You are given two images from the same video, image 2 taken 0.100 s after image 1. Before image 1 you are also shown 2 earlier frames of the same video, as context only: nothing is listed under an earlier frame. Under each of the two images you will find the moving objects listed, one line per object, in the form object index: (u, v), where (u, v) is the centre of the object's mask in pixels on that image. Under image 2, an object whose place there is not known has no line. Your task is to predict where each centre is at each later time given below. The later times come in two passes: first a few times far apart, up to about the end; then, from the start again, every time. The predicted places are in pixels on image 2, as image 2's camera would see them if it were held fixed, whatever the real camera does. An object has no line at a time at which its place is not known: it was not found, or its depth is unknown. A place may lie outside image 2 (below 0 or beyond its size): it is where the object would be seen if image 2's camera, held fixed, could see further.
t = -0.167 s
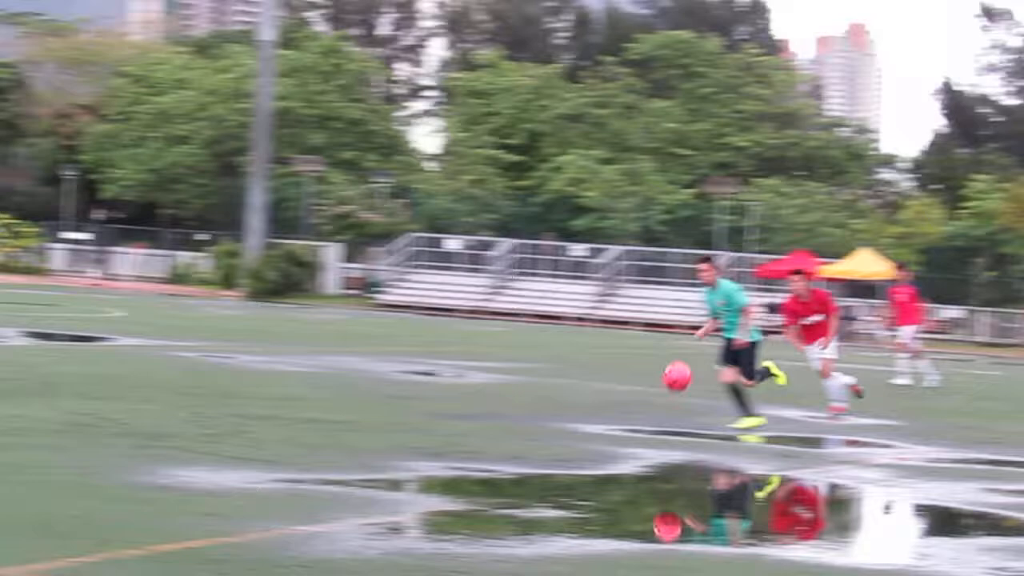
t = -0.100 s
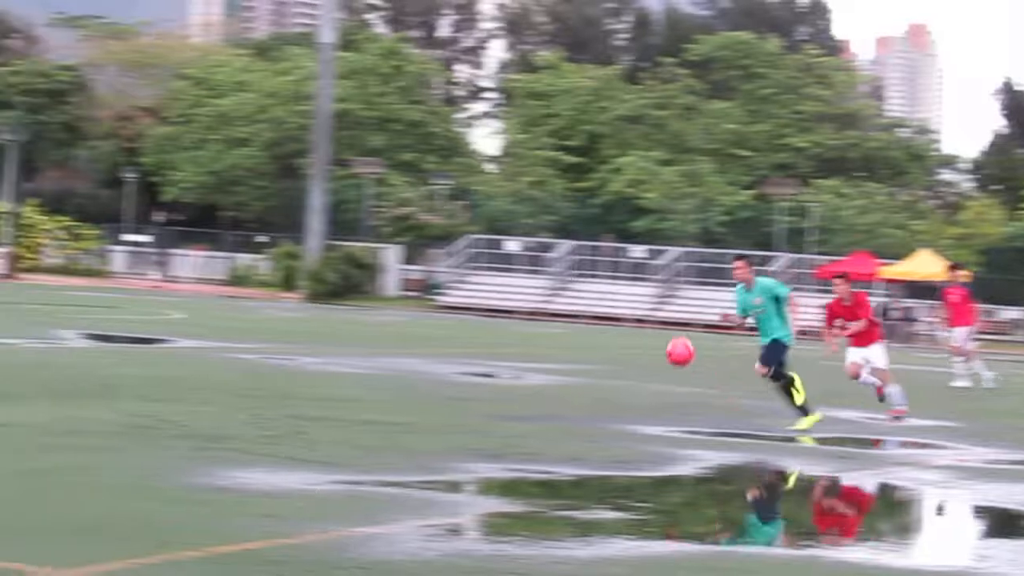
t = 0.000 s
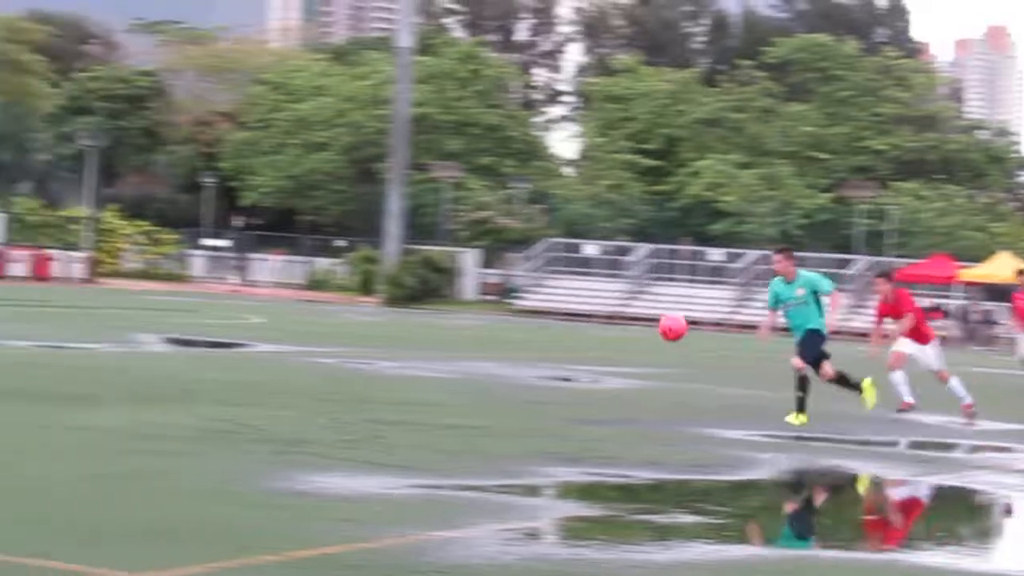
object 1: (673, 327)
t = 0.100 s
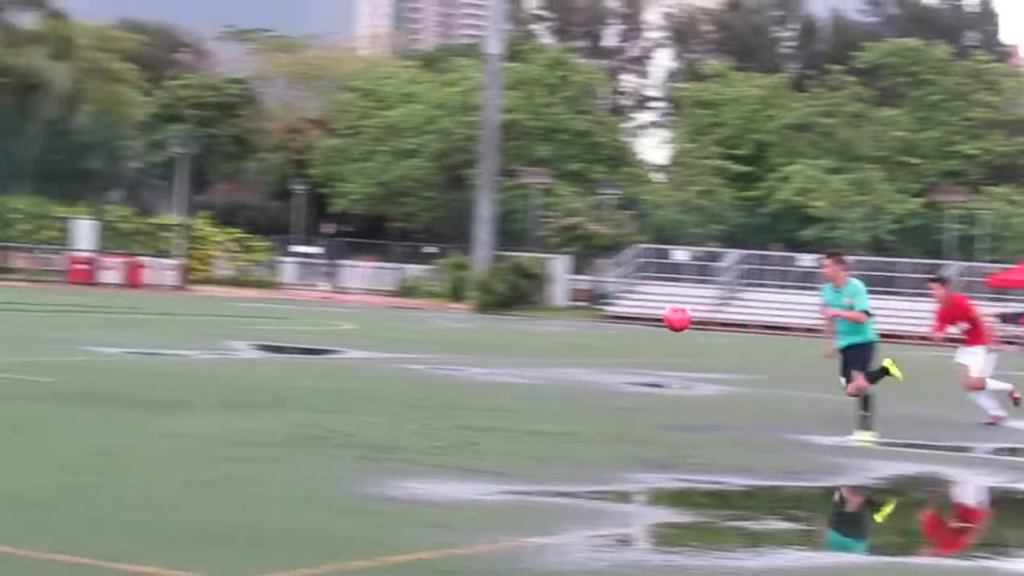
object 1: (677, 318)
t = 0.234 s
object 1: (567, 316)
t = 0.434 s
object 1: (395, 361)
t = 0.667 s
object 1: (215, 370)
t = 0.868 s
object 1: (75, 329)
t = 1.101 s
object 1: (-99, 352)
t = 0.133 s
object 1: (650, 316)
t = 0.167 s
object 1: (623, 314)
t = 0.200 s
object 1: (596, 314)
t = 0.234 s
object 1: (567, 316)
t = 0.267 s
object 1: (539, 320)
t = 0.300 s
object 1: (510, 325)
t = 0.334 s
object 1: (481, 331)
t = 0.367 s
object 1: (453, 340)
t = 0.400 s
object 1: (424, 349)
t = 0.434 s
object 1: (395, 361)
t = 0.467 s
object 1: (366, 374)
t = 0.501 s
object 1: (337, 388)
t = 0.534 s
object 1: (308, 404)
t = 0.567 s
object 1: (282, 408)
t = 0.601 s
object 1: (260, 394)
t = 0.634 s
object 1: (237, 381)
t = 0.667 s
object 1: (215, 370)
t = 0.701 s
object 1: (192, 359)
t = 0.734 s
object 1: (169, 350)
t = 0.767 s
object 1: (146, 343)
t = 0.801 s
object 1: (123, 337)
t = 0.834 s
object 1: (99, 332)
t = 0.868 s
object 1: (75, 329)
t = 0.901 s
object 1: (51, 328)
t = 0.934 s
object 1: (26, 328)
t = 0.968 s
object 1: (2, 330)
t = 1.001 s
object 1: (-24, 333)
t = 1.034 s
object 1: (-49, 338)
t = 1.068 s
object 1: (-75, 345)
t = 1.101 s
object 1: (-99, 352)
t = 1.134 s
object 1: (-122, 360)
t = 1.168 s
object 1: (-144, 369)
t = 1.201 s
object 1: (-167, 381)
